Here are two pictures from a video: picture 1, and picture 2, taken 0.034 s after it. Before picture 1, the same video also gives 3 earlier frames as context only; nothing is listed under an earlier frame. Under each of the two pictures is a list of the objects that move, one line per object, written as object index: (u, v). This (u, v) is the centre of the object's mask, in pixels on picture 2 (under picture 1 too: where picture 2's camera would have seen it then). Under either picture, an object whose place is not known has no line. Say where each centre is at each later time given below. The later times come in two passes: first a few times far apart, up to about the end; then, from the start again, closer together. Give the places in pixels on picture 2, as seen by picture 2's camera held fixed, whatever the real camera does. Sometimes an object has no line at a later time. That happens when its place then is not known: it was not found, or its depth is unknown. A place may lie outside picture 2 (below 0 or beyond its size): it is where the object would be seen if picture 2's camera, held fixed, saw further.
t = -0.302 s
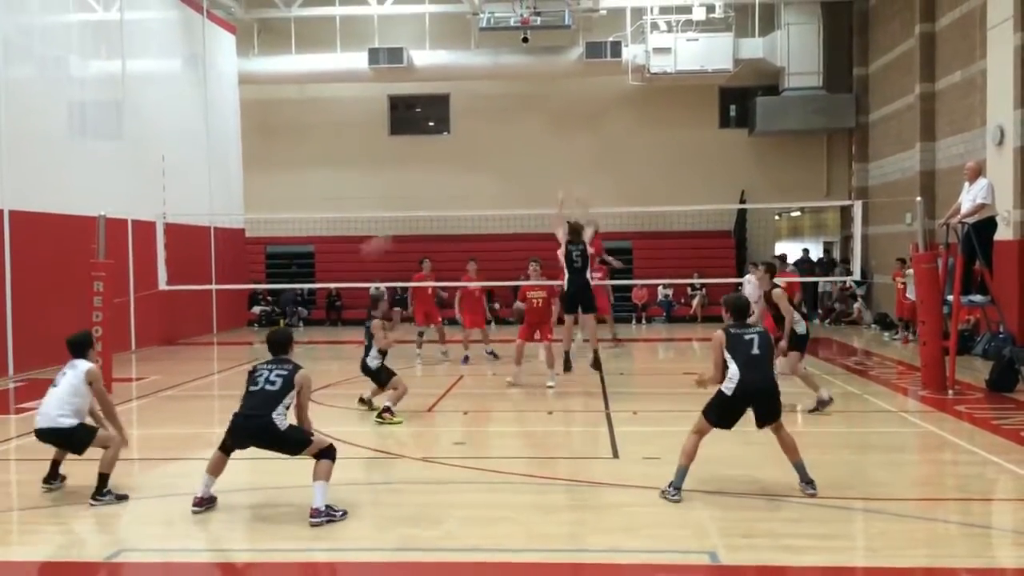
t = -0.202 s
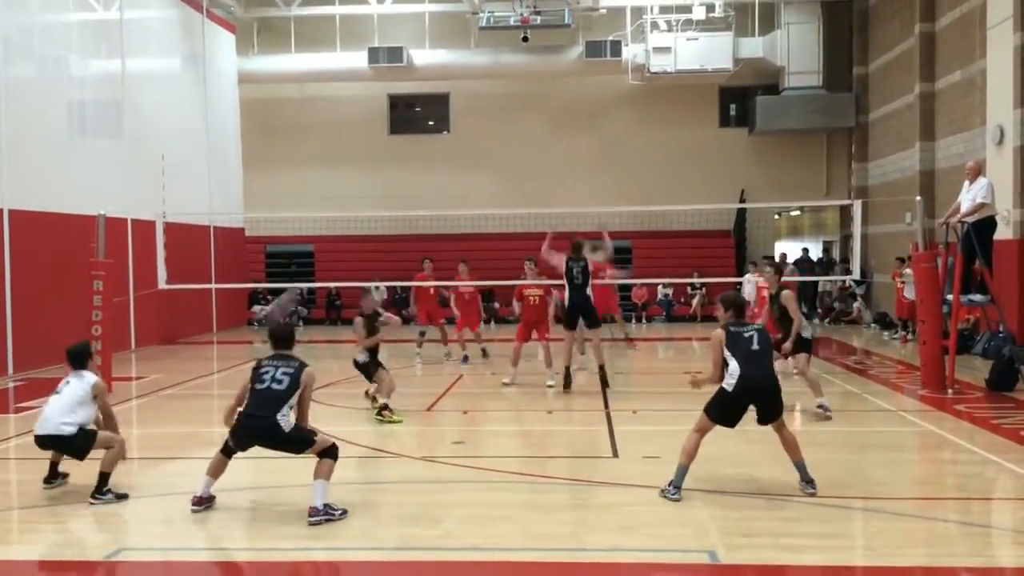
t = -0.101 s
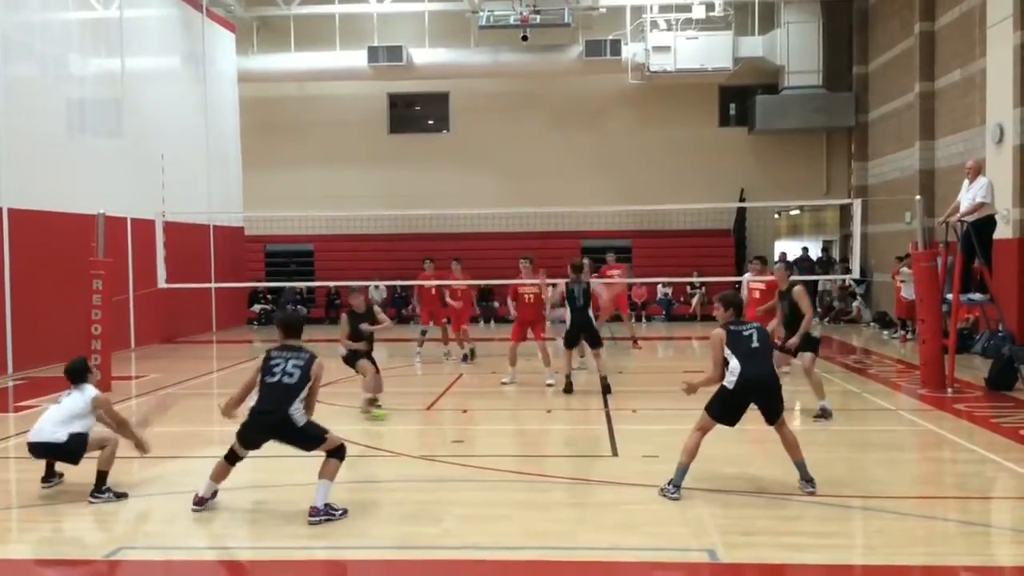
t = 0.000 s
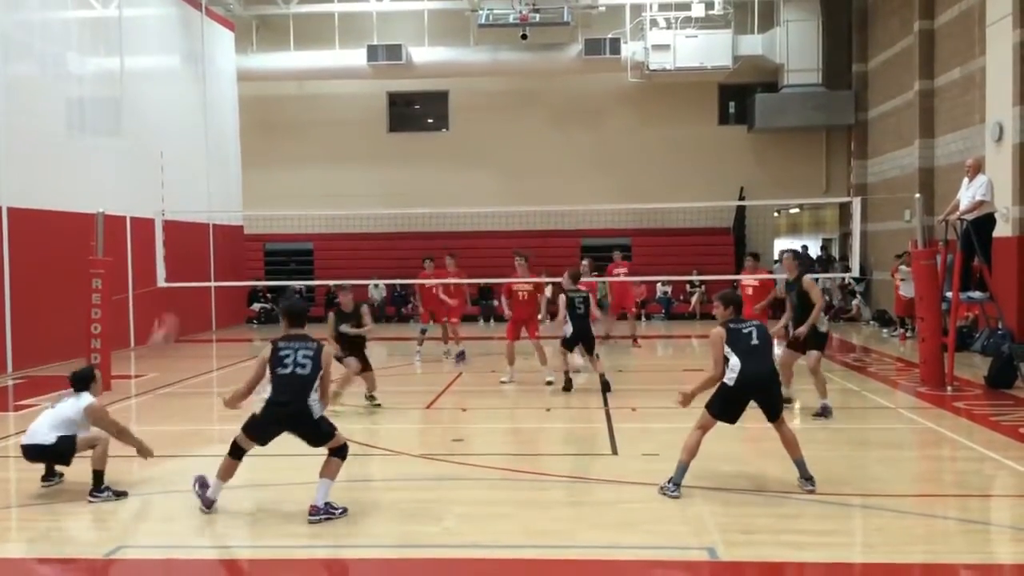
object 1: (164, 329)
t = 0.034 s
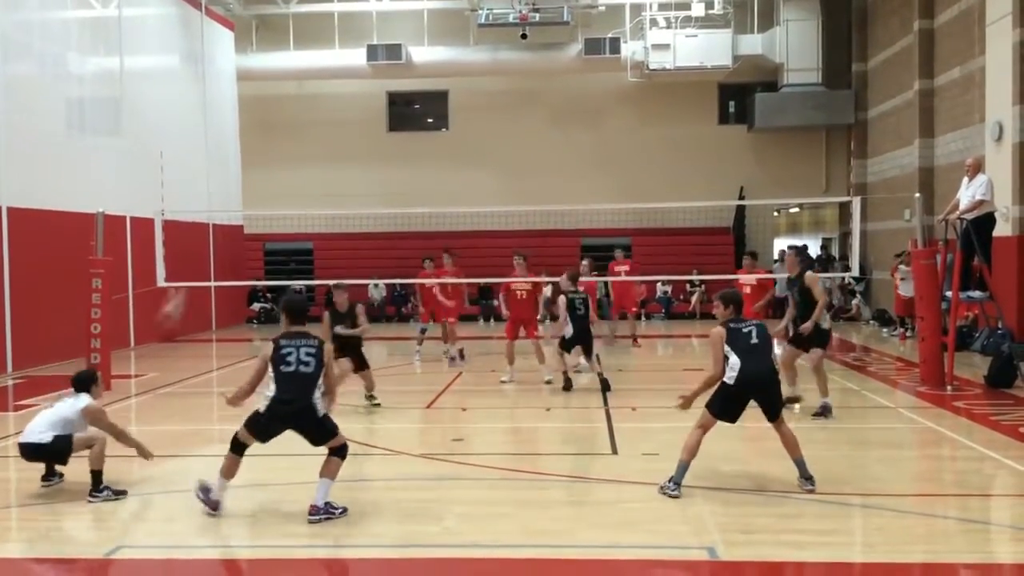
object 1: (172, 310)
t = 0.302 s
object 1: (242, 141)
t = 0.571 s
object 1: (295, 66)
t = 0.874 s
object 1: (345, 67)
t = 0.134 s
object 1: (199, 236)
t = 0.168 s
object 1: (211, 210)
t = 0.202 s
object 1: (219, 192)
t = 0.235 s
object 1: (227, 175)
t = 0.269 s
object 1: (236, 155)
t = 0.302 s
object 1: (242, 141)
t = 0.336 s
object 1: (248, 127)
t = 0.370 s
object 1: (257, 115)
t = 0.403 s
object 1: (264, 103)
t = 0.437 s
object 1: (270, 92)
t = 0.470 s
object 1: (277, 84)
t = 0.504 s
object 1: (284, 78)
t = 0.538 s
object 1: (290, 71)
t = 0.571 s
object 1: (295, 66)
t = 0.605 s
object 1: (301, 62)
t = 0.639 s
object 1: (307, 59)
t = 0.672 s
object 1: (313, 56)
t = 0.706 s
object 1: (318, 56)
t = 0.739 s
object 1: (324, 57)
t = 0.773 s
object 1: (329, 58)
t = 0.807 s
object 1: (334, 60)
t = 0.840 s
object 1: (339, 63)
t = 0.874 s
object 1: (345, 67)
